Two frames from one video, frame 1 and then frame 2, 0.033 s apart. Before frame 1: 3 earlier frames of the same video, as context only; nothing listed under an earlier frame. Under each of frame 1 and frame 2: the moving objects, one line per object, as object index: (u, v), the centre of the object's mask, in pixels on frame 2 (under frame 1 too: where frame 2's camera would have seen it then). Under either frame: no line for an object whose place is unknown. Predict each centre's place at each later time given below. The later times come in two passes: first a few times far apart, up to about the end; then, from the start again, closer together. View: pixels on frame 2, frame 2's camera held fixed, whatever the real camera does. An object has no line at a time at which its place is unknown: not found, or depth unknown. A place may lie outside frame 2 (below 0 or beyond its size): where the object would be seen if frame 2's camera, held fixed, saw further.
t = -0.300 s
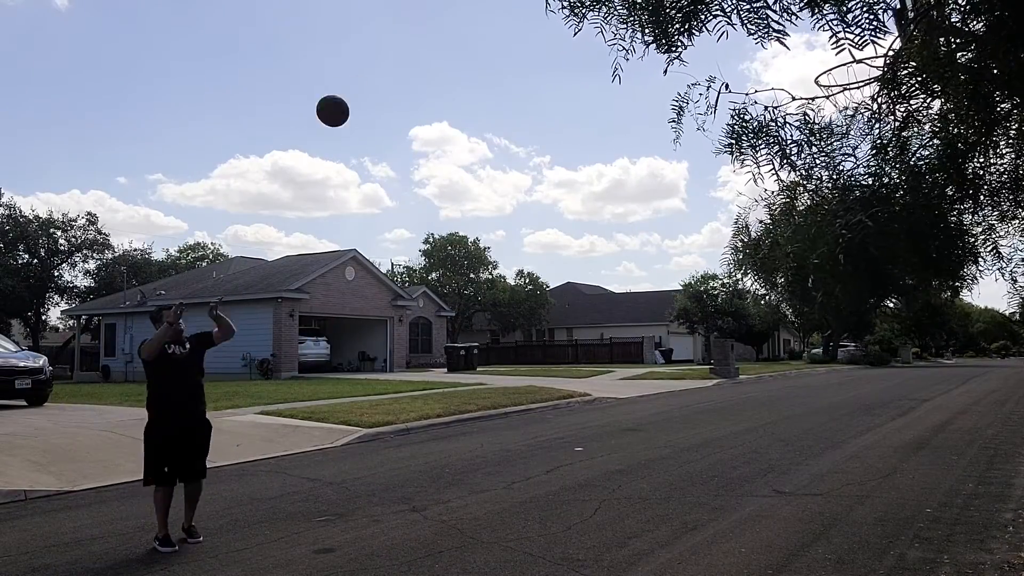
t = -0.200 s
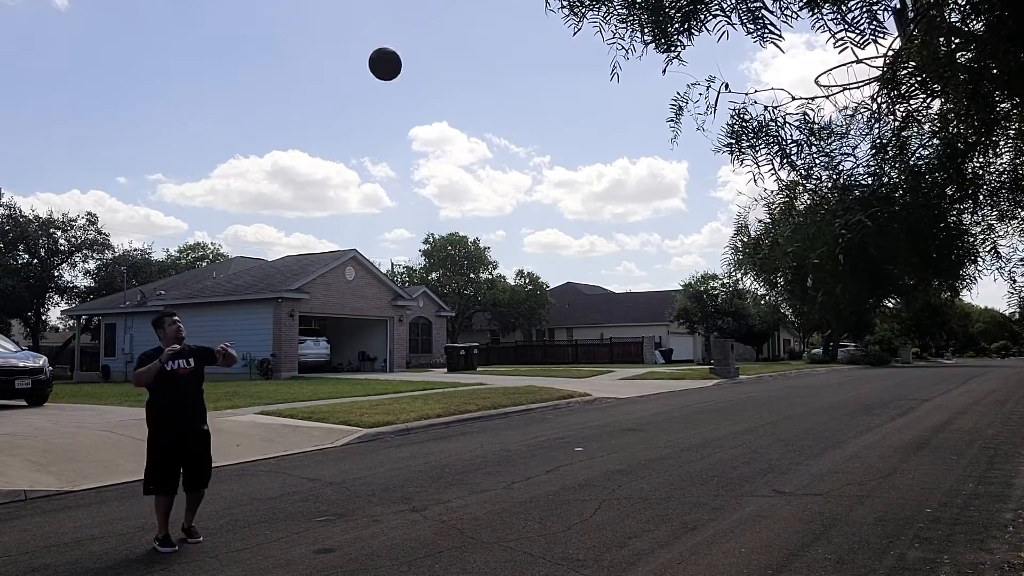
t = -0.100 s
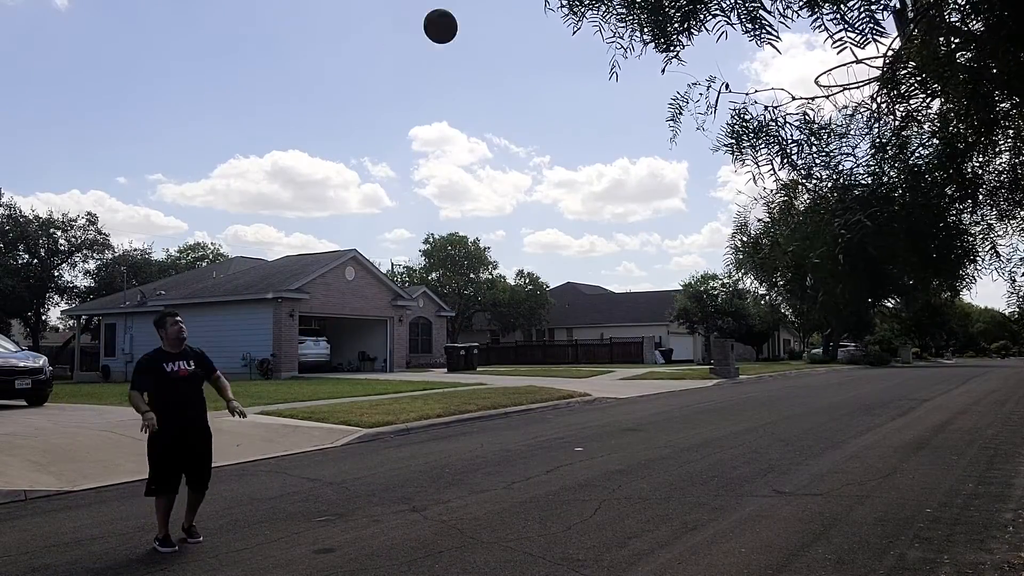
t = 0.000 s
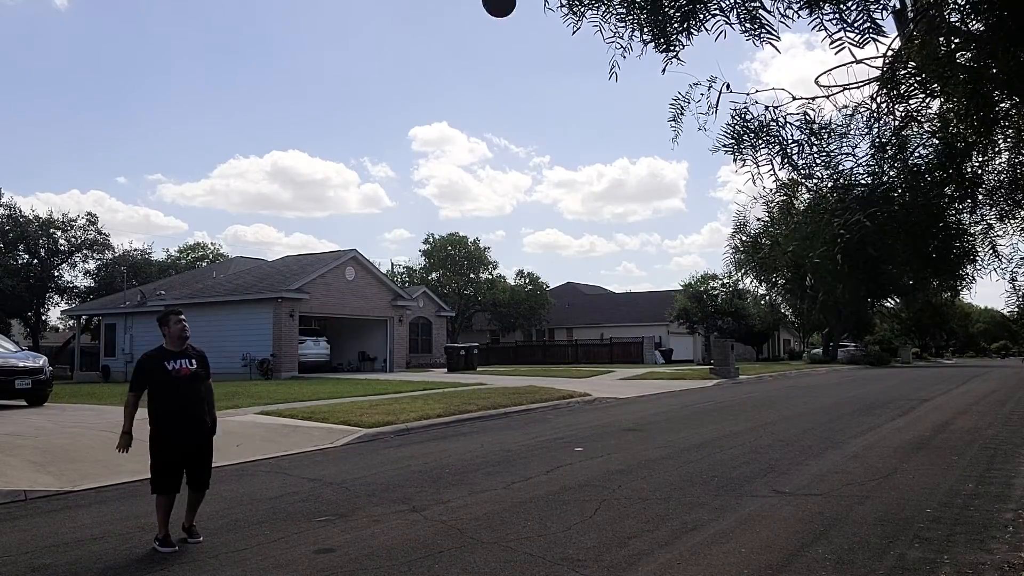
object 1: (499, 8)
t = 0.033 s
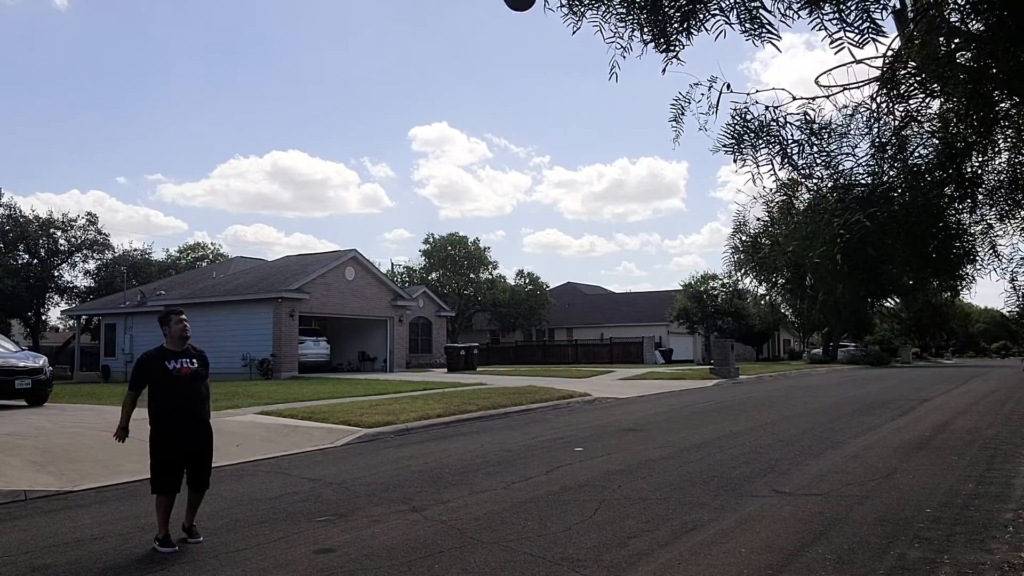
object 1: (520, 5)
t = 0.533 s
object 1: (895, 90)
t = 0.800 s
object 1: (868, 169)
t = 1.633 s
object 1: (754, 329)
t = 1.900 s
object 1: (707, 277)
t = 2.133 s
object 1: (672, 306)
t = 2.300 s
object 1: (650, 362)
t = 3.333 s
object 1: (549, 371)
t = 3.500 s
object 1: (536, 424)
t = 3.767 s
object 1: (516, 430)
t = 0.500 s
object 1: (873, 78)
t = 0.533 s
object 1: (895, 90)
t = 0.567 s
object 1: (895, 95)
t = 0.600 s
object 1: (891, 100)
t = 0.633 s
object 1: (886, 107)
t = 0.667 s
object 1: (882, 117)
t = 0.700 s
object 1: (878, 128)
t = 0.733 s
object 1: (874, 140)
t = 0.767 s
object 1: (871, 155)
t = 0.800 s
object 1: (868, 169)
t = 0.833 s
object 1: (864, 182)
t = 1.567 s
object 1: (769, 357)
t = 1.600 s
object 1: (762, 343)
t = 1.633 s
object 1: (754, 329)
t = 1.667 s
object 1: (750, 324)
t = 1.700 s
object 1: (742, 307)
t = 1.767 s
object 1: (731, 292)
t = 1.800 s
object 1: (724, 286)
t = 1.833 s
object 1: (718, 281)
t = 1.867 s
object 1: (712, 279)
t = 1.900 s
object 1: (707, 277)
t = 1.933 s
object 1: (702, 277)
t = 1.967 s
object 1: (696, 280)
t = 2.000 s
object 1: (692, 283)
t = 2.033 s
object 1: (686, 286)
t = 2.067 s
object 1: (682, 292)
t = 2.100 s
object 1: (676, 298)
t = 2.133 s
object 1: (672, 306)
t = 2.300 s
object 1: (650, 362)
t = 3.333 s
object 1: (549, 371)
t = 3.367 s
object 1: (546, 381)
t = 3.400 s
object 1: (543, 389)
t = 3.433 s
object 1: (541, 400)
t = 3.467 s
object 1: (539, 411)
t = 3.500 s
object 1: (536, 424)
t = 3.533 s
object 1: (534, 437)
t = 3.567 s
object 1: (531, 452)
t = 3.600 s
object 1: (529, 467)
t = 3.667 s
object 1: (524, 466)
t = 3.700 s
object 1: (522, 453)
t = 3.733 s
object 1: (519, 441)
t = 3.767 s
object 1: (516, 430)
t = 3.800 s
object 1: (514, 420)
